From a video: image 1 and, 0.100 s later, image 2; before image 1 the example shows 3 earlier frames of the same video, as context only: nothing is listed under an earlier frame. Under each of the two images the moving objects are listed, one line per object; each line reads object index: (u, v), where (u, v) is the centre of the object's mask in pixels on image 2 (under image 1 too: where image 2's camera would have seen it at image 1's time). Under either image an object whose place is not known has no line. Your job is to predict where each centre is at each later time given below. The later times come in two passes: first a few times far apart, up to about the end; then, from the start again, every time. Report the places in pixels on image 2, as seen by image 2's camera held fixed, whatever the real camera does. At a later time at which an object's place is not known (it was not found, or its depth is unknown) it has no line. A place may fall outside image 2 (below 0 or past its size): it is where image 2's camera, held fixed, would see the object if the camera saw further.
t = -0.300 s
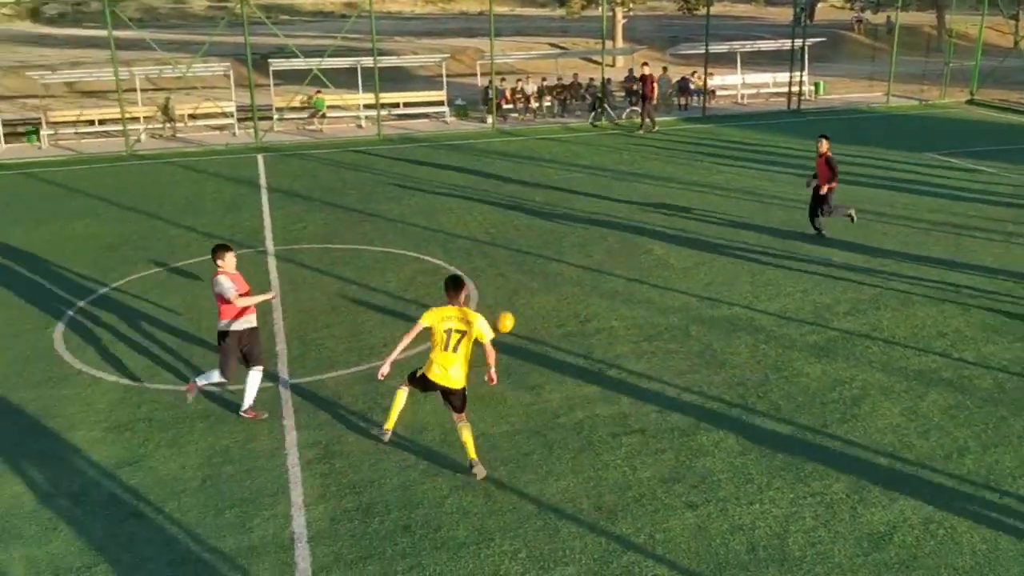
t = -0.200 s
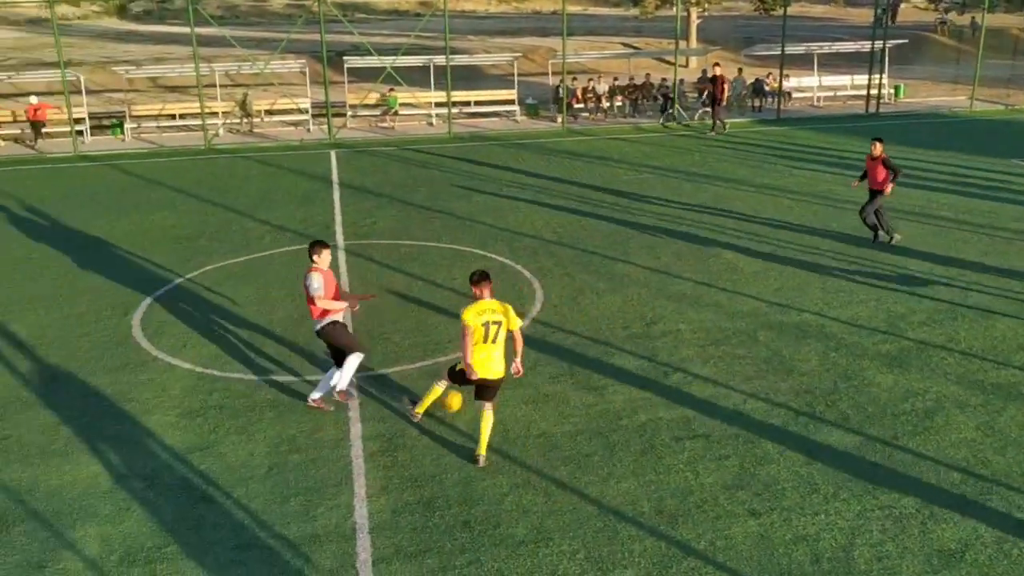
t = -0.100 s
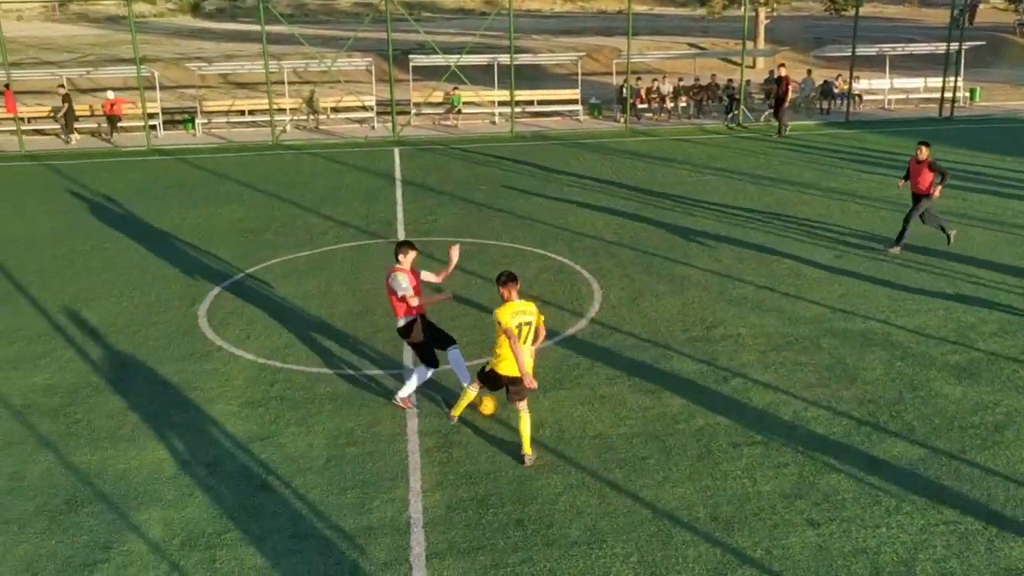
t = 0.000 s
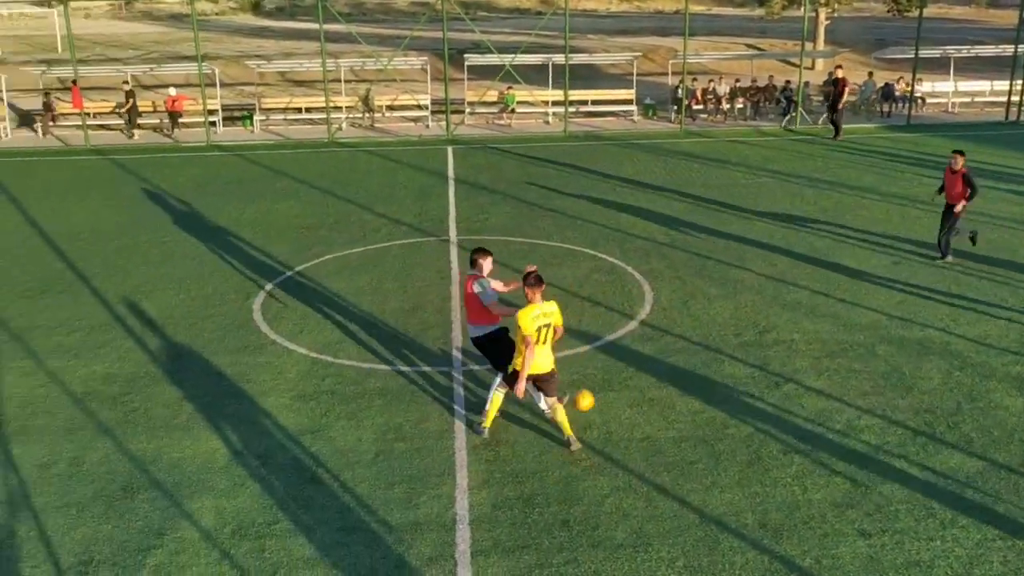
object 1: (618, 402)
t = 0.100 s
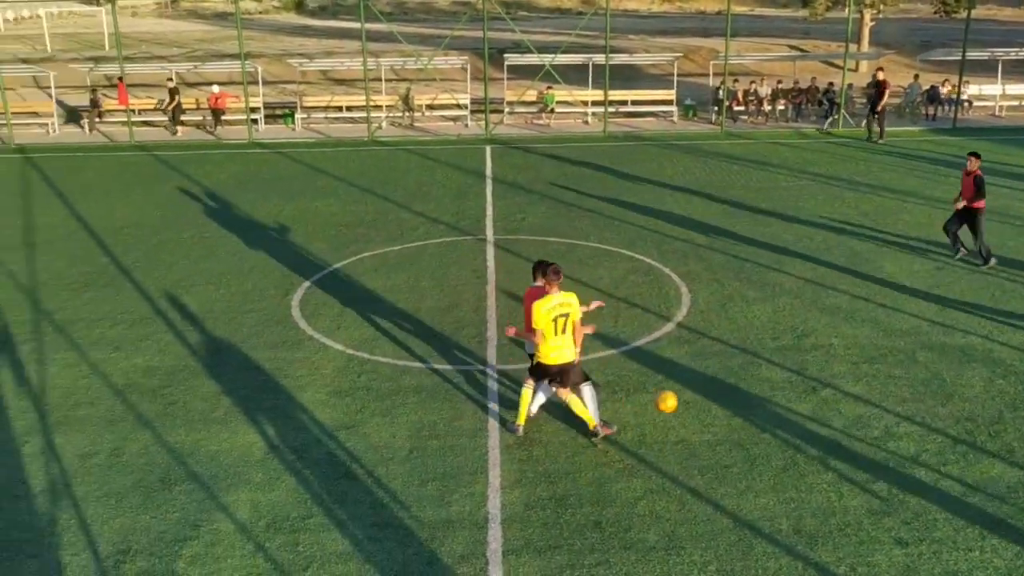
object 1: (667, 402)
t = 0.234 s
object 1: (731, 416)
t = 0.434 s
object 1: (830, 424)
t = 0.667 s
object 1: (947, 439)
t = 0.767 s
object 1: (1000, 443)
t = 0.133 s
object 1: (683, 404)
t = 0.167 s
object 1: (699, 407)
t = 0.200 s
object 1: (715, 411)
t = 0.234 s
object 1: (731, 416)
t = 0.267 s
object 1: (747, 423)
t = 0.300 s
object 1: (763, 420)
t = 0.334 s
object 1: (780, 419)
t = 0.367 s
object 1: (797, 419)
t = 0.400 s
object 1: (813, 421)
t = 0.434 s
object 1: (830, 424)
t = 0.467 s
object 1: (846, 428)
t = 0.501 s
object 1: (863, 432)
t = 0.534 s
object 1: (880, 433)
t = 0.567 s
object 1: (896, 434)
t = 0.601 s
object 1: (914, 437)
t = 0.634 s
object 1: (930, 439)
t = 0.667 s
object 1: (947, 439)
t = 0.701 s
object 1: (965, 441)
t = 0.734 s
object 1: (981, 442)
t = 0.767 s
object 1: (1000, 443)
